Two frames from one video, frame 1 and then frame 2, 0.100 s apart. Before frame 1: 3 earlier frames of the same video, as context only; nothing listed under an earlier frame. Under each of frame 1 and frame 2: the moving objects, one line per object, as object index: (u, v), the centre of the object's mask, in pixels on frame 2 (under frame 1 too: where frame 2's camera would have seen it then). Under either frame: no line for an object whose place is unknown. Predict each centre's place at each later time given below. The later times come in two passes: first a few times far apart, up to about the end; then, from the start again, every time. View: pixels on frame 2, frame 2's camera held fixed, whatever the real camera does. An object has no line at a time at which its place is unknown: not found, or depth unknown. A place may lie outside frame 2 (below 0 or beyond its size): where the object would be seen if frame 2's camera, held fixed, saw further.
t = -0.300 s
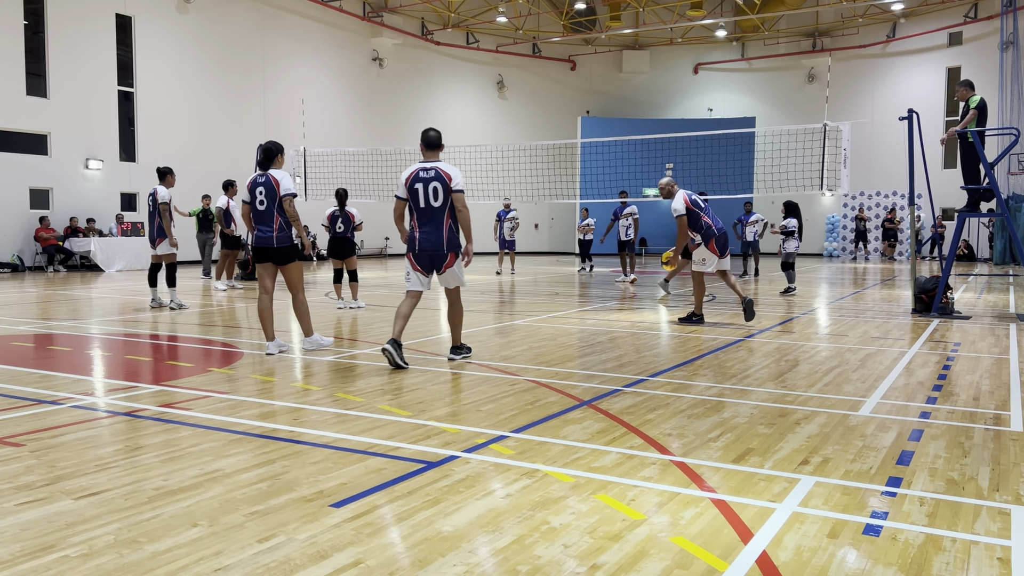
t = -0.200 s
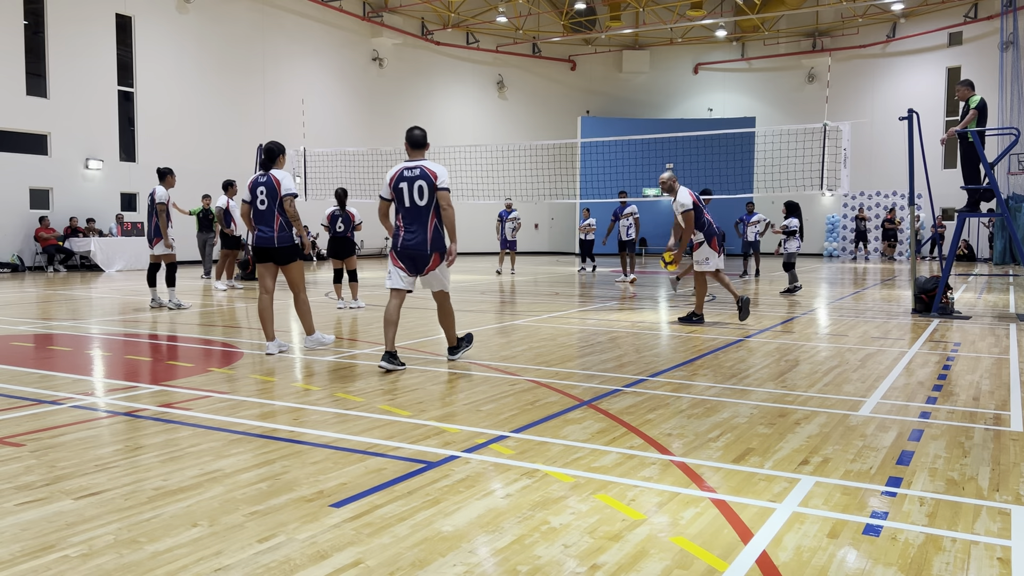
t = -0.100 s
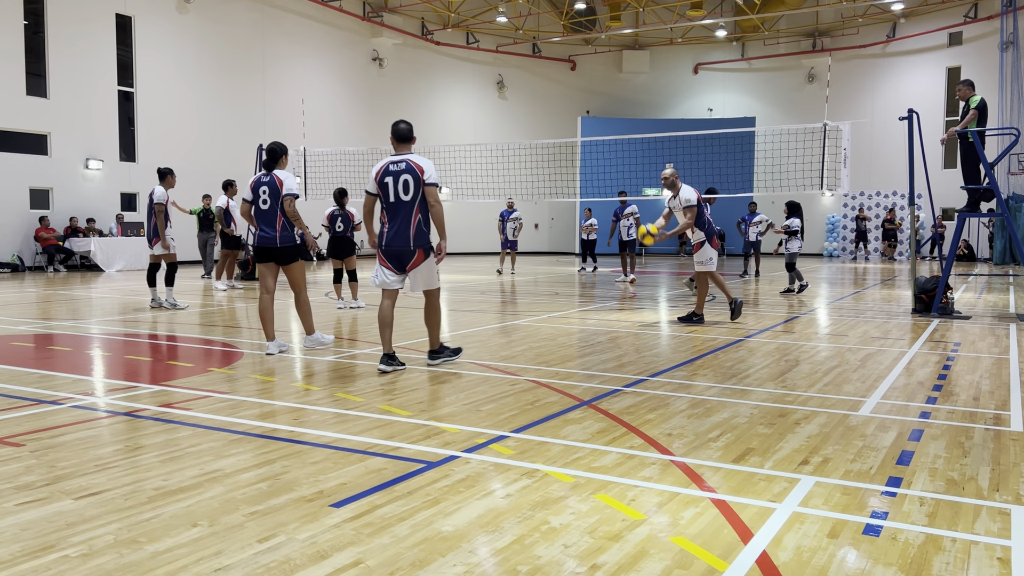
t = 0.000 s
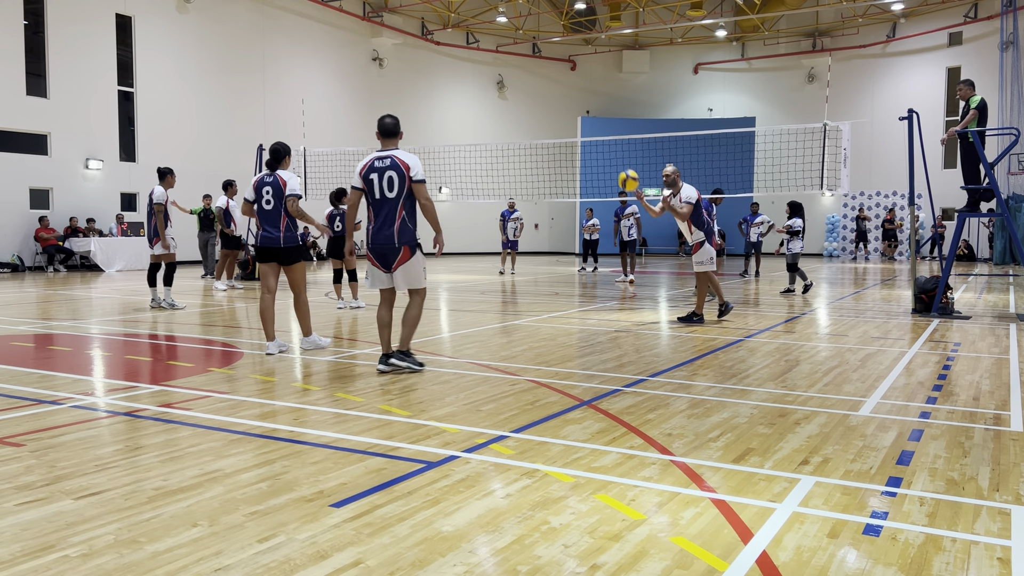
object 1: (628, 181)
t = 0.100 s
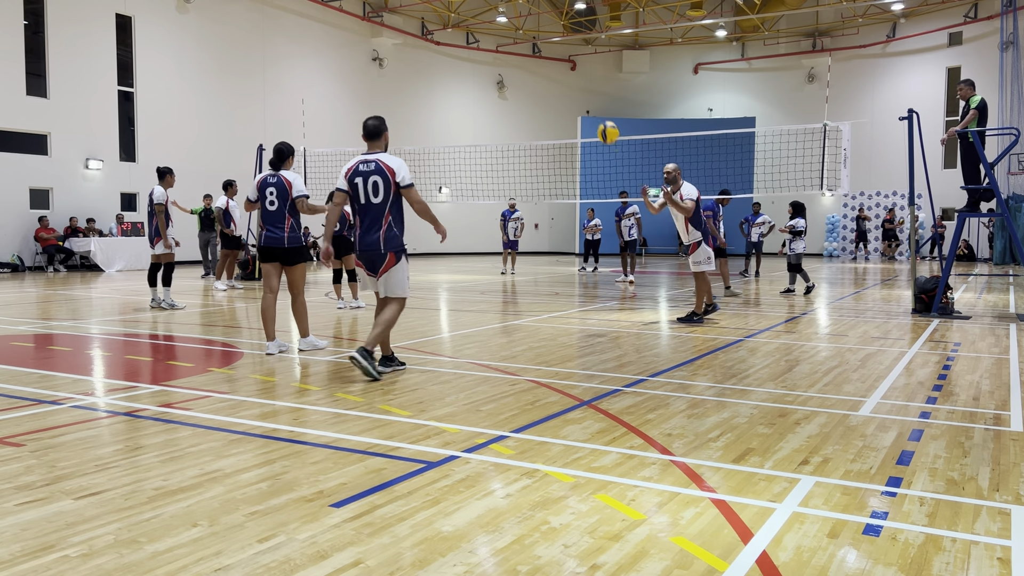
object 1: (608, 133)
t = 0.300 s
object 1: (562, 59)
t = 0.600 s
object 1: (481, 21)
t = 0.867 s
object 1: (396, 83)
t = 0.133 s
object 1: (600, 118)
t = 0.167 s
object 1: (593, 104)
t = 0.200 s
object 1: (586, 91)
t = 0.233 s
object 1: (578, 80)
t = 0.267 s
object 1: (570, 69)
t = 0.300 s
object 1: (562, 59)
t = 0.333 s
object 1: (553, 50)
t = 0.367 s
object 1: (545, 42)
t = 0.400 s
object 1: (536, 36)
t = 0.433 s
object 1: (528, 30)
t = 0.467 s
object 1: (519, 26)
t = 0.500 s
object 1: (509, 23)
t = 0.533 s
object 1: (500, 21)
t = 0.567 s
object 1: (491, 20)
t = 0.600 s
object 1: (481, 21)
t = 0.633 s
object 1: (471, 24)
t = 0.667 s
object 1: (461, 27)
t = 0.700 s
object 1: (451, 32)
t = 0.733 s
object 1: (440, 39)
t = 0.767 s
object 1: (429, 47)
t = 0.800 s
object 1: (418, 58)
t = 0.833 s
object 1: (407, 70)
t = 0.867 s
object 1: (396, 83)
